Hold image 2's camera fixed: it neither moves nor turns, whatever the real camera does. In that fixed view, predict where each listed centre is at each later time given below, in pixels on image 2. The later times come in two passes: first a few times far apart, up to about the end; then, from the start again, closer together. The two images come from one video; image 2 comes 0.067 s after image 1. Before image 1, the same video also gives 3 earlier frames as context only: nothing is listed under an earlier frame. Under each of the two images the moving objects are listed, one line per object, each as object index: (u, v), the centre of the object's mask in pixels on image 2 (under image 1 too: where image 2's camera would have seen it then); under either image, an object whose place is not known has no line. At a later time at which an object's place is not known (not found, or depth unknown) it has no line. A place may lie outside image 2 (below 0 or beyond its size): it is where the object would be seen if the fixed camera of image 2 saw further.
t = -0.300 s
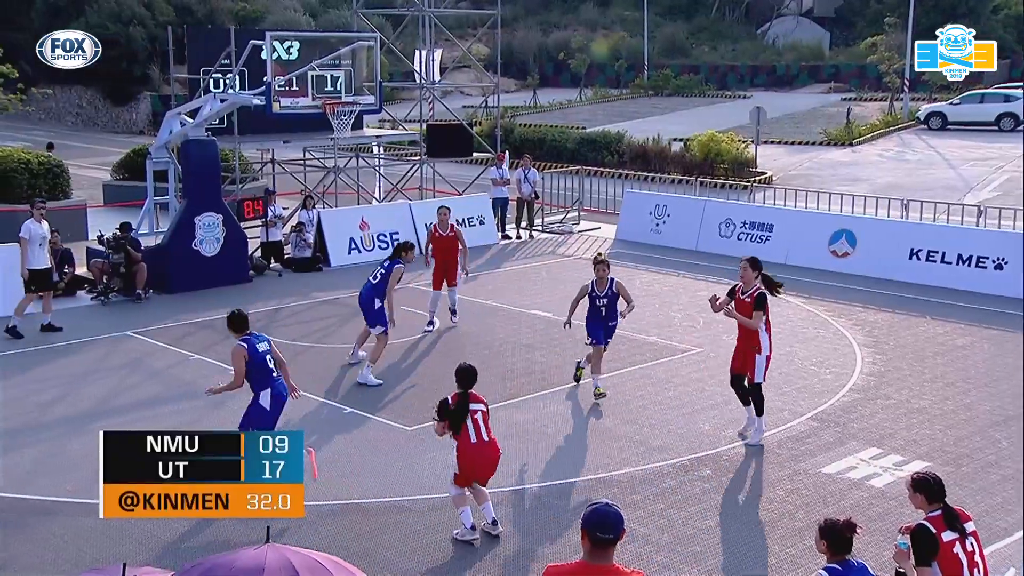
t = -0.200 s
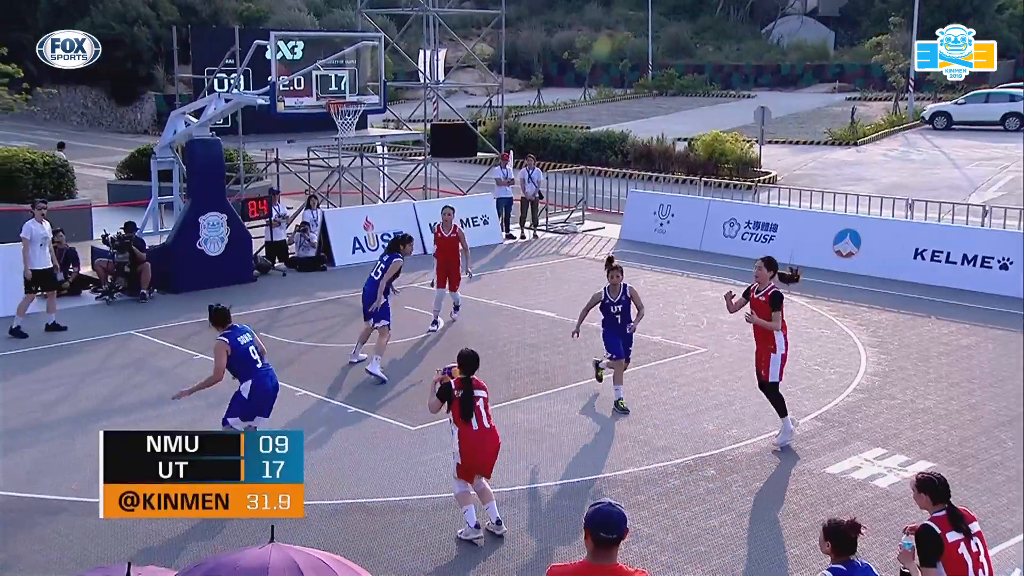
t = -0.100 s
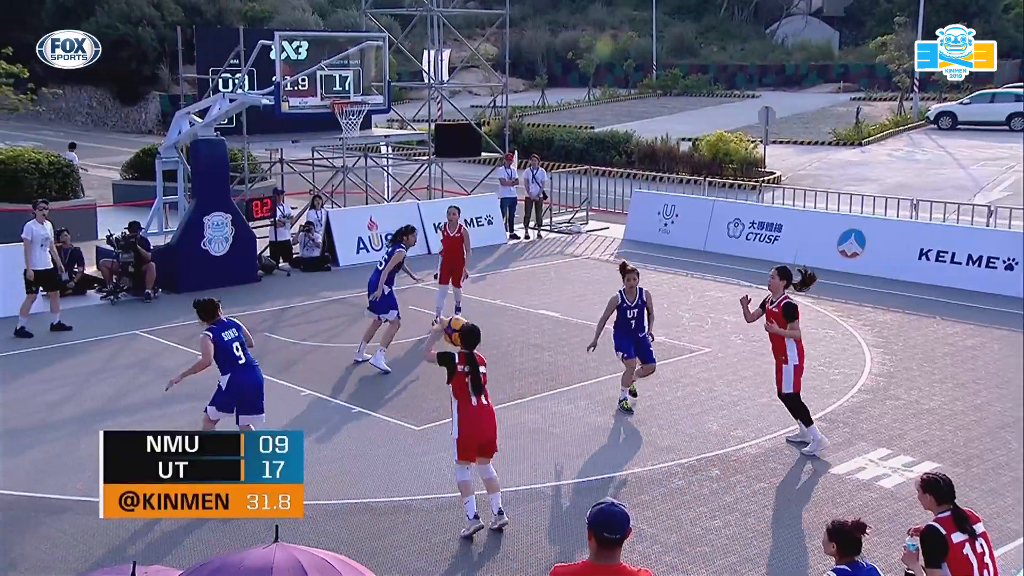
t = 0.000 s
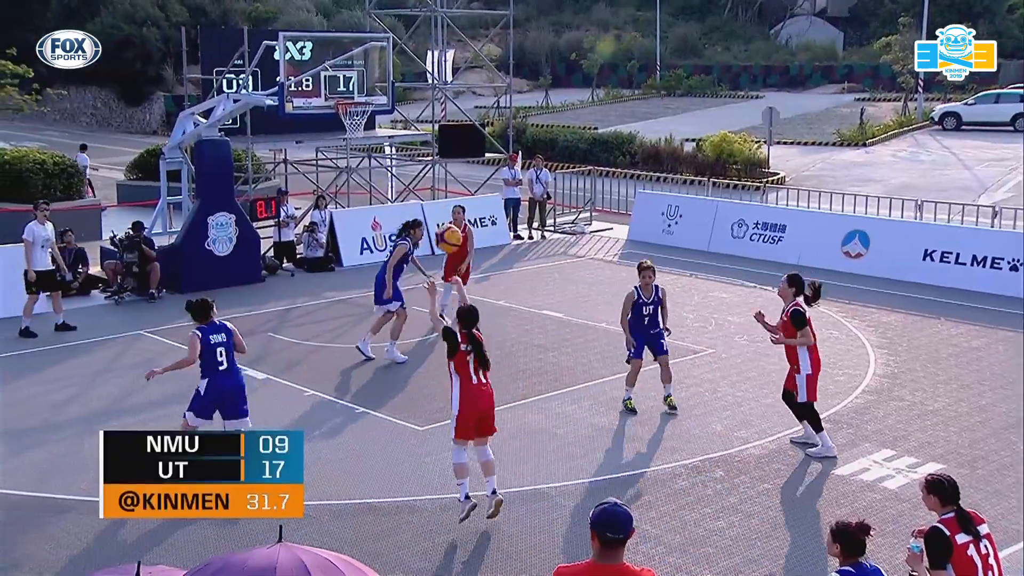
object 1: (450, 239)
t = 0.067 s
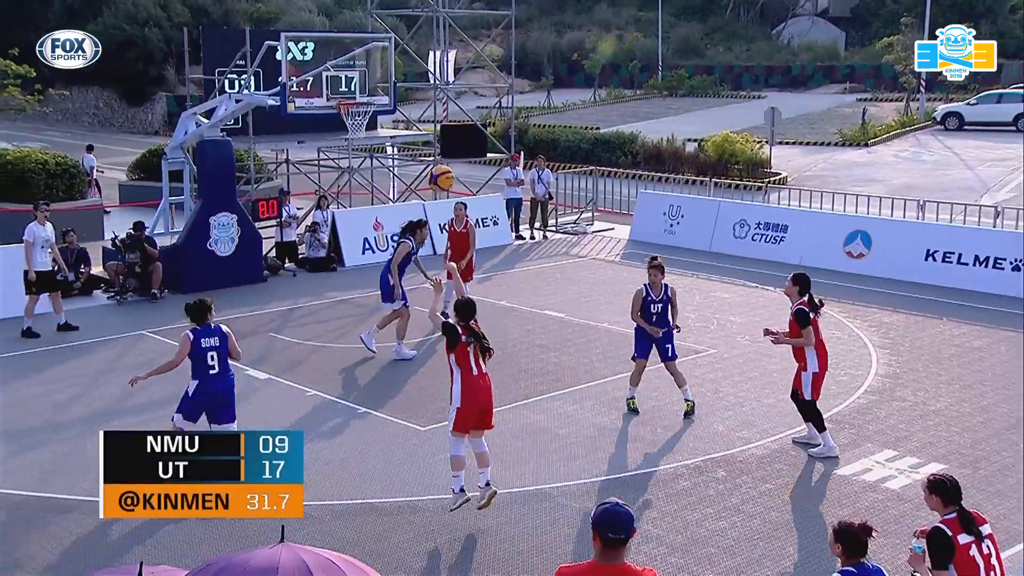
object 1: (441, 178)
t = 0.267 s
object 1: (419, 43)
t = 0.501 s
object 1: (397, -28)
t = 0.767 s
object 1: (377, -54)
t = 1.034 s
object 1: (361, -8)
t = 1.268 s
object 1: (350, 70)
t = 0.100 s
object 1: (438, 152)
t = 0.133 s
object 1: (434, 127)
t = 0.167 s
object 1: (430, 103)
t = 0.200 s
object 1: (426, 82)
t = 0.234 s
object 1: (422, 63)
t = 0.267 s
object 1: (419, 43)
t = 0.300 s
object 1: (416, 28)
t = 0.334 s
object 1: (413, 14)
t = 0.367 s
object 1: (410, 0)
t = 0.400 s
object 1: (407, -9)
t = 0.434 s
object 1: (404, -16)
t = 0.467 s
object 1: (401, -22)
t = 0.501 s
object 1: (397, -28)
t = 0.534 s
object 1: (395, -34)
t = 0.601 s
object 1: (390, -44)
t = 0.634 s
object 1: (387, -48)
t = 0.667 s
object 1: (385, -51)
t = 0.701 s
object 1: (382, -53)
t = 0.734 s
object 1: (380, -54)
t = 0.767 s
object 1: (377, -54)
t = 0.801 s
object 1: (375, -51)
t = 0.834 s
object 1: (372, -47)
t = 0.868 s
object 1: (370, -43)
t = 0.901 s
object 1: (368, -37)
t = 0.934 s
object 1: (366, -31)
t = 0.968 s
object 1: (364, -24)
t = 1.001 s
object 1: (363, -16)
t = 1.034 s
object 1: (361, -8)
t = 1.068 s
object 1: (359, 2)
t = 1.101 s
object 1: (358, 12)
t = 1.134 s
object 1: (357, 22)
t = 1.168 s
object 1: (356, 33)
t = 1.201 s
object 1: (354, 46)
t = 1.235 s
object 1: (352, 58)
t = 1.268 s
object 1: (350, 70)
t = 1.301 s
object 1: (347, 85)
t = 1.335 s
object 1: (347, 97)
